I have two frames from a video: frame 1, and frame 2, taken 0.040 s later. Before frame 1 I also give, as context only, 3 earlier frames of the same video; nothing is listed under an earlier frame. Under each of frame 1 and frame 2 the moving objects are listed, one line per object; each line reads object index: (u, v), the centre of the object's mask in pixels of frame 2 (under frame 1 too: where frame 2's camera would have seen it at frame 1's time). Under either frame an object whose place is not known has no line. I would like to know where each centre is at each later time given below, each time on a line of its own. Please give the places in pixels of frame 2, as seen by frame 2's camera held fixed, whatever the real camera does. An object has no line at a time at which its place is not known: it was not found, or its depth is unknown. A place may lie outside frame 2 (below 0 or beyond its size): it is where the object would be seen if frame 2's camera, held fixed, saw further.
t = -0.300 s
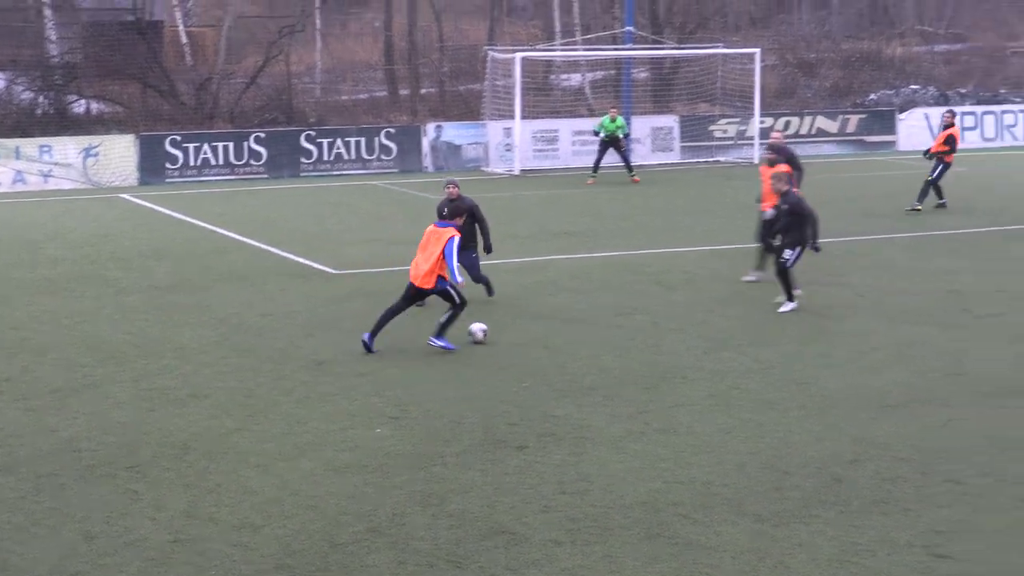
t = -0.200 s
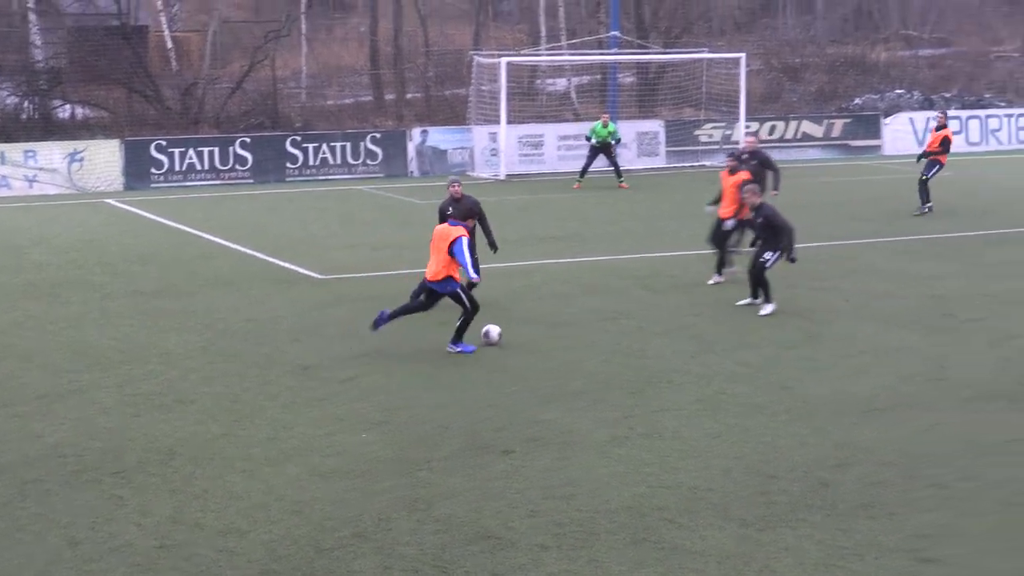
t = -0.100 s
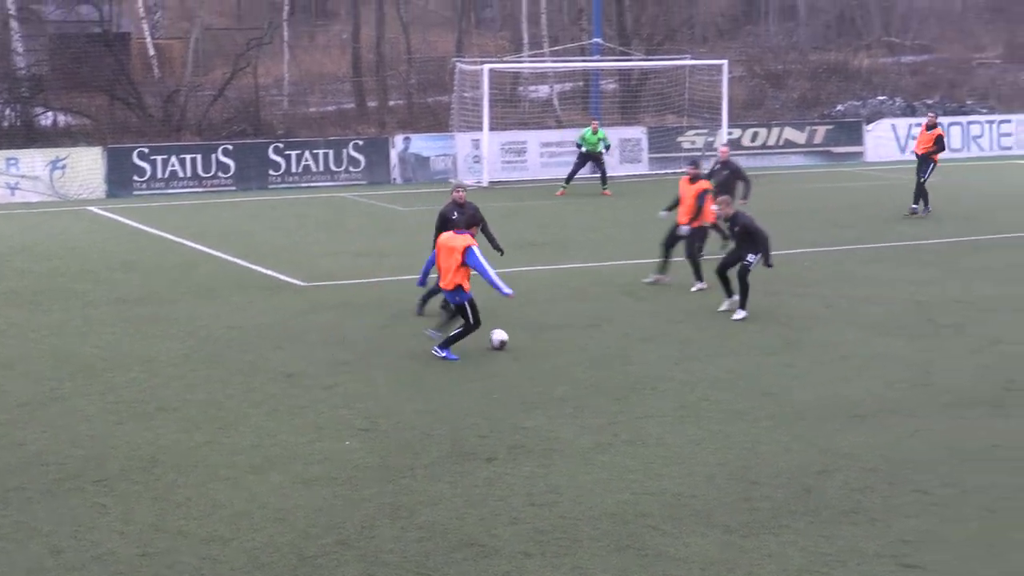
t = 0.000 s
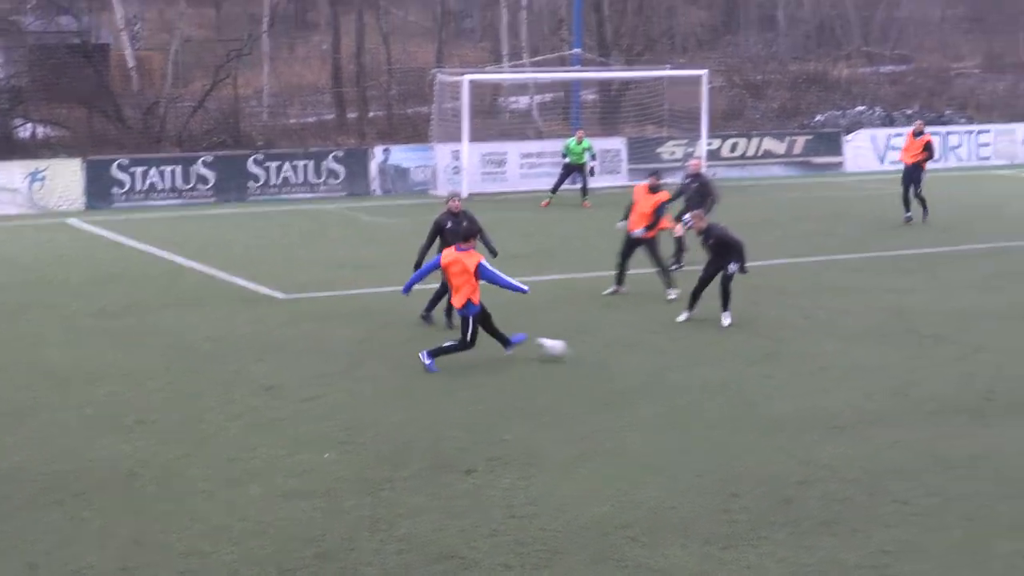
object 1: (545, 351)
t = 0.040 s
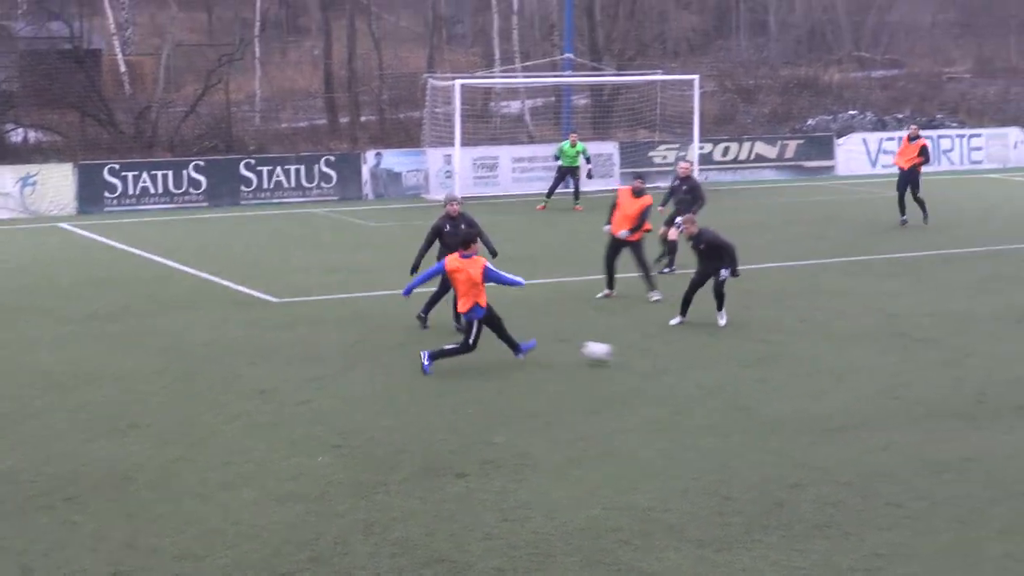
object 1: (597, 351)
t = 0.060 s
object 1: (625, 353)
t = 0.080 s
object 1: (651, 355)
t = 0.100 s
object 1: (677, 356)
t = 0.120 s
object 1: (703, 358)
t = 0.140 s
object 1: (728, 357)
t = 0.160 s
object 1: (753, 358)
